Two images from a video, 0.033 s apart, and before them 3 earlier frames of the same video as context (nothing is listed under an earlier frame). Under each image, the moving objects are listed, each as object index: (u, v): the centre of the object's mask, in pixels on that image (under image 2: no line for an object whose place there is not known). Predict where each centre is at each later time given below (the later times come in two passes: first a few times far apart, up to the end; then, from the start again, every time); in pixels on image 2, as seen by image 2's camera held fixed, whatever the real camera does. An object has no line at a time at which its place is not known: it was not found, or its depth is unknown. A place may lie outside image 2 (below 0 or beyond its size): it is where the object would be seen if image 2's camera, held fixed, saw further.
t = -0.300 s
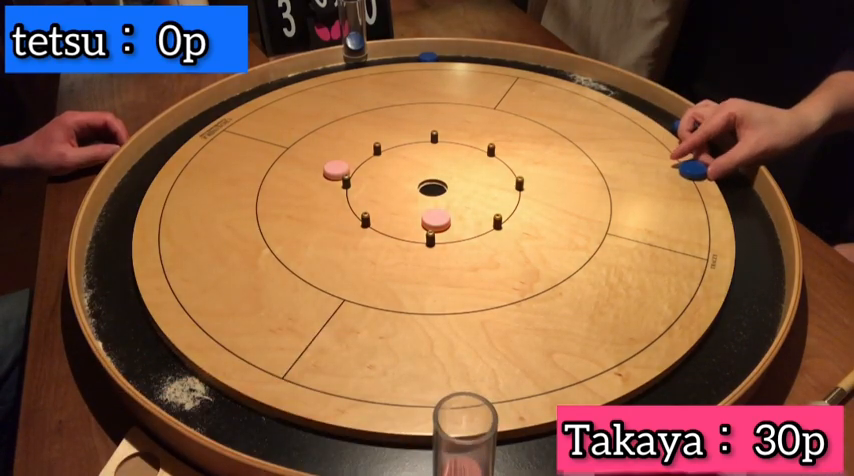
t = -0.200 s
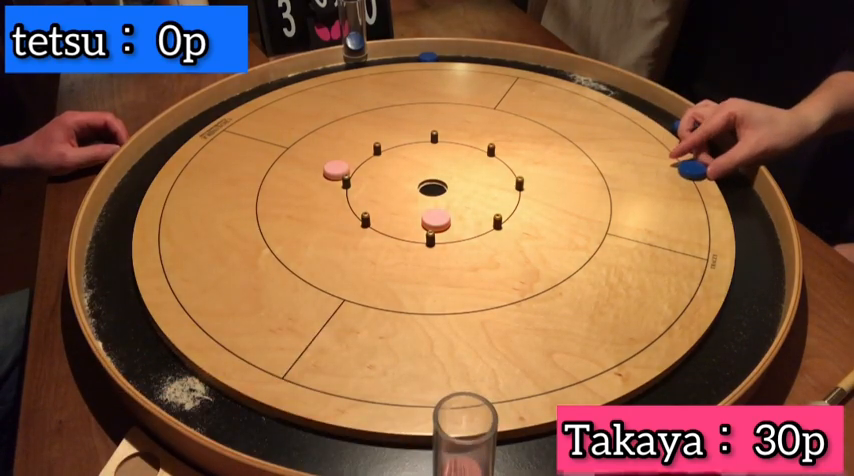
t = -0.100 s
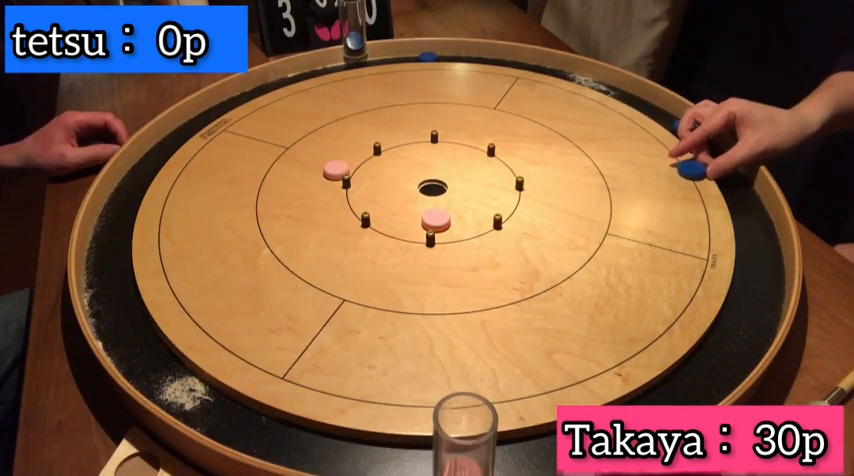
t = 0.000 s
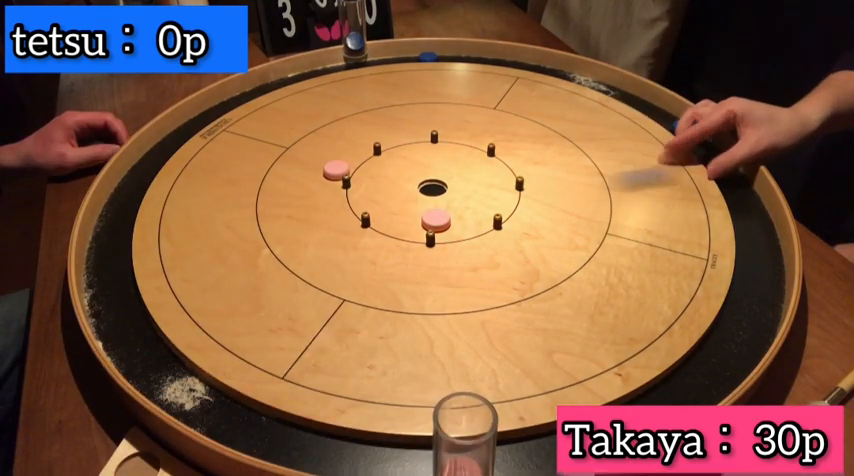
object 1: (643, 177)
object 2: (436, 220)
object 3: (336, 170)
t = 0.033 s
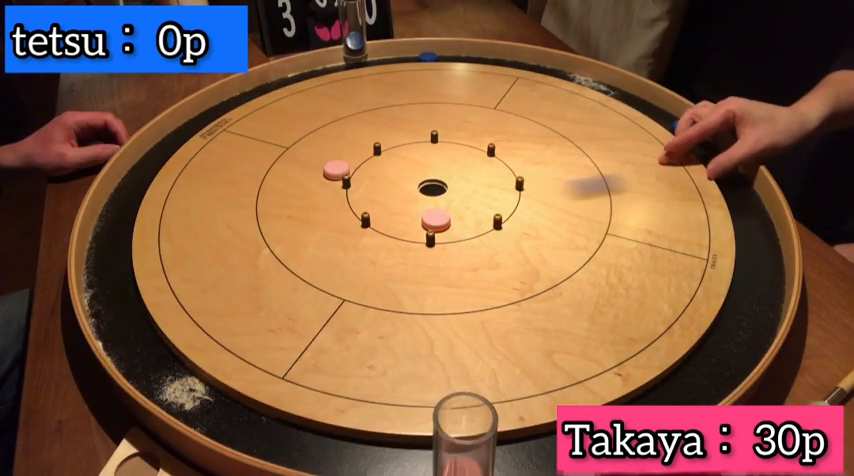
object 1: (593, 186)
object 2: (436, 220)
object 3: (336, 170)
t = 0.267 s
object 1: (400, 184)
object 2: (283, 290)
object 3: (336, 170)
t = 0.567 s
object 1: (361, 158)
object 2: (136, 361)
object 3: (320, 172)
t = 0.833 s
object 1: (360, 155)
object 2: (139, 359)
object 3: (319, 172)
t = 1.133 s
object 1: (359, 155)
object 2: (139, 359)
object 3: (319, 172)
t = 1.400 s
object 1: (359, 156)
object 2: (139, 359)
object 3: (319, 172)
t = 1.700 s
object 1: (359, 155)
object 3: (319, 172)
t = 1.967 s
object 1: (359, 155)
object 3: (319, 172)
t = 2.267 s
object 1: (359, 155)
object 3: (319, 172)
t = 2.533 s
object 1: (359, 155)
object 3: (319, 172)
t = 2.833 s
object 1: (359, 155)
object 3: (319, 172)
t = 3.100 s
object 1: (359, 156)
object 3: (319, 172)
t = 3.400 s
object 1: (359, 156)
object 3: (319, 172)
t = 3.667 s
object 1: (359, 155)
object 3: (319, 172)
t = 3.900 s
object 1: (359, 156)
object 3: (319, 172)
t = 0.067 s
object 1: (549, 194)
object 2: (436, 220)
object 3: (336, 170)
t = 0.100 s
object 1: (495, 202)
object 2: (436, 220)
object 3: (336, 170)
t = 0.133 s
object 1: (453, 206)
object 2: (434, 222)
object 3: (336, 170)
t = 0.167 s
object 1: (439, 201)
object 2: (398, 238)
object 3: (336, 170)
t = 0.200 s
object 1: (423, 194)
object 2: (361, 255)
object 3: (336, 170)
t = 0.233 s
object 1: (411, 188)
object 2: (325, 271)
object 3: (336, 170)
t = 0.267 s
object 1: (400, 184)
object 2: (283, 290)
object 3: (336, 170)
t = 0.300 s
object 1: (389, 179)
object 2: (247, 307)
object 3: (336, 170)
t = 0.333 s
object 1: (381, 176)
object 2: (209, 324)
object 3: (336, 170)
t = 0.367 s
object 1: (373, 173)
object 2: (162, 346)
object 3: (335, 170)
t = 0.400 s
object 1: (366, 169)
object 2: (140, 360)
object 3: (335, 170)
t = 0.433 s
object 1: (362, 166)
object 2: (148, 355)
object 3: (333, 170)
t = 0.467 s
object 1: (362, 163)
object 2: (146, 354)
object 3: (328, 171)
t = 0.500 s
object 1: (361, 161)
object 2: (138, 359)
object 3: (324, 171)
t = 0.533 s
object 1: (361, 159)
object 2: (134, 362)
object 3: (322, 172)
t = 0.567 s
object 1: (361, 158)
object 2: (136, 361)
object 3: (320, 172)
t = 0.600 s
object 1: (361, 157)
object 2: (138, 359)
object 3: (319, 172)
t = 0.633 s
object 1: (361, 156)
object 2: (139, 359)
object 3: (319, 172)
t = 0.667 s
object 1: (362, 156)
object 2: (139, 359)
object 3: (319, 172)
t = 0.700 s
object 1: (362, 156)
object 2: (139, 359)
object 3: (319, 172)
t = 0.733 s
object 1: (361, 155)
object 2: (139, 359)
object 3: (319, 172)
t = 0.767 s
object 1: (361, 155)
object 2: (139, 359)
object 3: (319, 172)
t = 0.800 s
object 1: (360, 155)
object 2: (139, 359)
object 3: (319, 172)
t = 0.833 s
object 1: (360, 155)
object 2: (139, 359)
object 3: (319, 172)
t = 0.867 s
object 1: (360, 156)
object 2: (139, 359)
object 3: (319, 172)
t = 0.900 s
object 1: (360, 156)
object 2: (139, 359)
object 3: (319, 172)
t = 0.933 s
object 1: (360, 156)
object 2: (139, 359)
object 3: (319, 172)
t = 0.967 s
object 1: (361, 156)
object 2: (139, 359)
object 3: (319, 172)
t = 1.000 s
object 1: (360, 156)
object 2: (139, 359)
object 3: (319, 172)
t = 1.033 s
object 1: (360, 156)
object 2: (139, 359)
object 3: (319, 172)
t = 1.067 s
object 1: (360, 156)
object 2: (139, 359)
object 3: (319, 172)
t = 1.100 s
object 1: (359, 156)
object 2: (139, 359)
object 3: (319, 172)
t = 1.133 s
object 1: (359, 155)
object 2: (139, 359)
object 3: (319, 172)
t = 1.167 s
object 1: (359, 155)
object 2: (139, 359)
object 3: (319, 172)
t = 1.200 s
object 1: (359, 155)
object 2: (139, 359)
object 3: (319, 172)
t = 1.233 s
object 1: (359, 155)
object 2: (139, 359)
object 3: (319, 172)
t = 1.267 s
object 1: (359, 155)
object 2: (139, 359)
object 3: (319, 172)
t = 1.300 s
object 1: (359, 155)
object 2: (139, 359)
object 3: (319, 172)
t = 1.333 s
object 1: (359, 155)
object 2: (139, 359)
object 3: (319, 172)
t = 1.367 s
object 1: (359, 156)
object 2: (139, 359)
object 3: (319, 172)
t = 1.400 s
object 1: (359, 156)
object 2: (139, 359)
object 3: (319, 172)
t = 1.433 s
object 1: (359, 156)
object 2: (139, 359)
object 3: (319, 172)
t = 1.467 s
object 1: (359, 155)
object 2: (139, 359)
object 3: (319, 172)
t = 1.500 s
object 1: (359, 155)
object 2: (139, 359)
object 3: (319, 172)
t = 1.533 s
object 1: (359, 155)
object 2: (139, 359)
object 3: (319, 172)
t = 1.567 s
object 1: (359, 155)
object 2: (139, 359)
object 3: (319, 172)
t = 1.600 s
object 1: (359, 155)
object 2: (139, 359)
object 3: (319, 172)
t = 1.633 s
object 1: (359, 155)
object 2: (139, 359)
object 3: (319, 172)
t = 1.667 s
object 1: (359, 155)
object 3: (319, 172)
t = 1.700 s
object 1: (359, 155)
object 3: (319, 172)
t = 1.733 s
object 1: (359, 155)
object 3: (319, 172)
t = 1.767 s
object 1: (359, 155)
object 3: (319, 172)
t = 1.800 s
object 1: (359, 155)
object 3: (319, 172)
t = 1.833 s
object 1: (359, 155)
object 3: (319, 172)
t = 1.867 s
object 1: (359, 155)
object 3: (319, 172)
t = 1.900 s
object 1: (359, 155)
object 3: (319, 172)
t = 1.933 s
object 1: (359, 155)
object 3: (319, 172)
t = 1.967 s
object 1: (359, 155)
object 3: (319, 172)
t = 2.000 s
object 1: (359, 155)
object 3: (319, 172)
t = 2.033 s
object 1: (359, 155)
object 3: (319, 172)
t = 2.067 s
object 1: (359, 155)
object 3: (319, 172)
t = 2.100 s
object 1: (359, 155)
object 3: (319, 172)
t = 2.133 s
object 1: (359, 155)
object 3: (319, 172)
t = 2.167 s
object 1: (359, 155)
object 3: (319, 172)
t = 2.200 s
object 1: (359, 155)
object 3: (319, 172)
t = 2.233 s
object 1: (359, 155)
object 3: (319, 172)
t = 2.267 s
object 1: (359, 155)
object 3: (319, 172)
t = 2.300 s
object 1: (359, 155)
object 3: (319, 172)
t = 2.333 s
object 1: (359, 155)
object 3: (319, 172)
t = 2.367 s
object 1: (359, 155)
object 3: (319, 172)
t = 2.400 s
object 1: (359, 155)
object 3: (319, 172)
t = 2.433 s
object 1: (359, 155)
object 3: (319, 172)
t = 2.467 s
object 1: (359, 155)
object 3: (319, 172)
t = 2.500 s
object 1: (359, 155)
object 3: (319, 172)
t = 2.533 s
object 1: (359, 155)
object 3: (319, 172)
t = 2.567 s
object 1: (359, 155)
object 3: (319, 172)
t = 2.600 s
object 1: (359, 155)
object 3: (319, 172)
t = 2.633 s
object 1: (359, 155)
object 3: (319, 172)
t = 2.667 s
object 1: (359, 155)
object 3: (319, 172)
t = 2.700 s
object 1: (359, 155)
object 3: (319, 172)
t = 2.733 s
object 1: (359, 155)
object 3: (319, 172)
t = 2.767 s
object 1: (359, 155)
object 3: (319, 172)
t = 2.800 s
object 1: (359, 155)
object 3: (319, 172)
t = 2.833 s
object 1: (359, 155)
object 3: (319, 172)
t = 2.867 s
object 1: (359, 155)
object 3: (319, 172)
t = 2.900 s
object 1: (359, 155)
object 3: (319, 172)
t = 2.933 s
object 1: (359, 156)
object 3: (319, 172)
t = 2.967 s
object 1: (359, 156)
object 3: (319, 172)
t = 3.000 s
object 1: (359, 156)
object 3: (319, 172)
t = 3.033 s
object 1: (359, 156)
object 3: (319, 172)
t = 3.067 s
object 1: (359, 156)
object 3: (319, 172)
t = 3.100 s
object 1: (359, 156)
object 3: (319, 172)
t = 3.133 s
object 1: (359, 156)
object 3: (319, 172)
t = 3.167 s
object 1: (359, 156)
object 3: (319, 172)
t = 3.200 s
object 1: (359, 156)
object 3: (319, 172)
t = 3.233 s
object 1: (359, 156)
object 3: (319, 172)
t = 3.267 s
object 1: (359, 155)
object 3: (319, 172)
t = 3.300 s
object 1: (359, 156)
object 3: (319, 172)
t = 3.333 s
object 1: (359, 156)
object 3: (319, 172)
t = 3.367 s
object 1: (359, 155)
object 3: (319, 172)
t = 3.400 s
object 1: (359, 156)
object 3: (319, 172)
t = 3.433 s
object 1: (359, 156)
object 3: (319, 172)
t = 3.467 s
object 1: (359, 155)
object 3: (319, 172)
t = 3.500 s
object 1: (359, 156)
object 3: (319, 172)
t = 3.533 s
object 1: (359, 155)
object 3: (319, 172)
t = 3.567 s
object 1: (359, 155)
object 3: (319, 172)
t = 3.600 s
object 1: (359, 156)
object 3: (319, 172)
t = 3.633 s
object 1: (359, 155)
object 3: (319, 172)
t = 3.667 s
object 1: (359, 155)
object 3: (319, 172)
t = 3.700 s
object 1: (359, 155)
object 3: (319, 172)
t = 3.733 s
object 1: (359, 156)
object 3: (319, 172)
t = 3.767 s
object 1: (359, 155)
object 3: (319, 172)
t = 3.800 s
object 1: (359, 155)
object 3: (319, 172)
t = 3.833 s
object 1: (359, 155)
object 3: (319, 172)
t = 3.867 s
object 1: (359, 156)
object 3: (319, 172)
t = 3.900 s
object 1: (359, 156)
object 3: (319, 172)
